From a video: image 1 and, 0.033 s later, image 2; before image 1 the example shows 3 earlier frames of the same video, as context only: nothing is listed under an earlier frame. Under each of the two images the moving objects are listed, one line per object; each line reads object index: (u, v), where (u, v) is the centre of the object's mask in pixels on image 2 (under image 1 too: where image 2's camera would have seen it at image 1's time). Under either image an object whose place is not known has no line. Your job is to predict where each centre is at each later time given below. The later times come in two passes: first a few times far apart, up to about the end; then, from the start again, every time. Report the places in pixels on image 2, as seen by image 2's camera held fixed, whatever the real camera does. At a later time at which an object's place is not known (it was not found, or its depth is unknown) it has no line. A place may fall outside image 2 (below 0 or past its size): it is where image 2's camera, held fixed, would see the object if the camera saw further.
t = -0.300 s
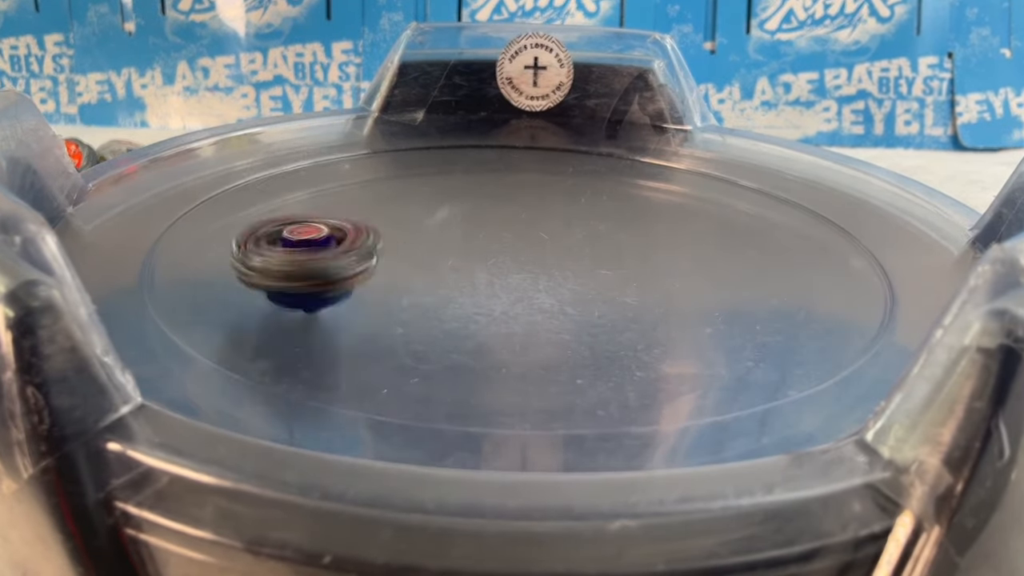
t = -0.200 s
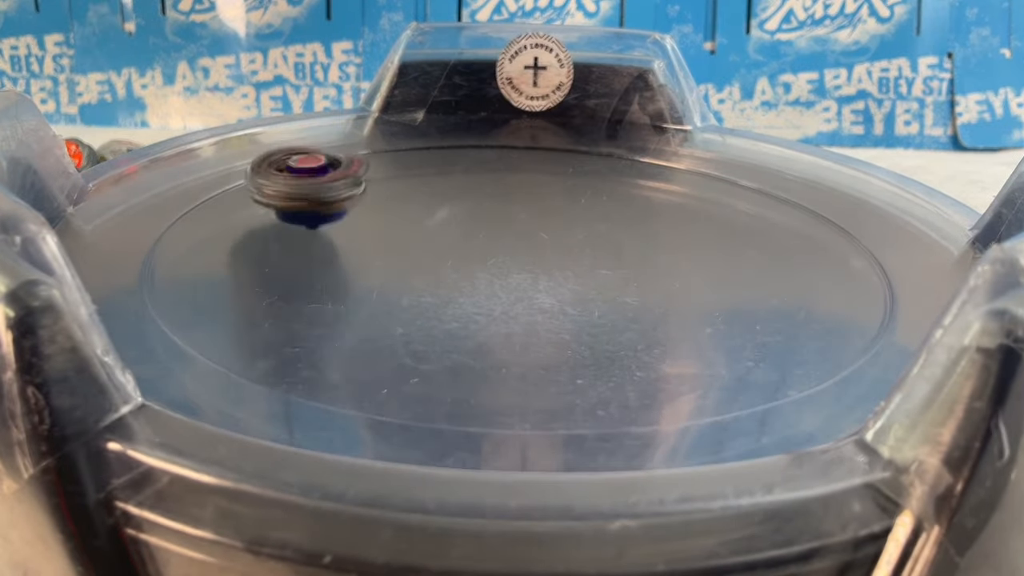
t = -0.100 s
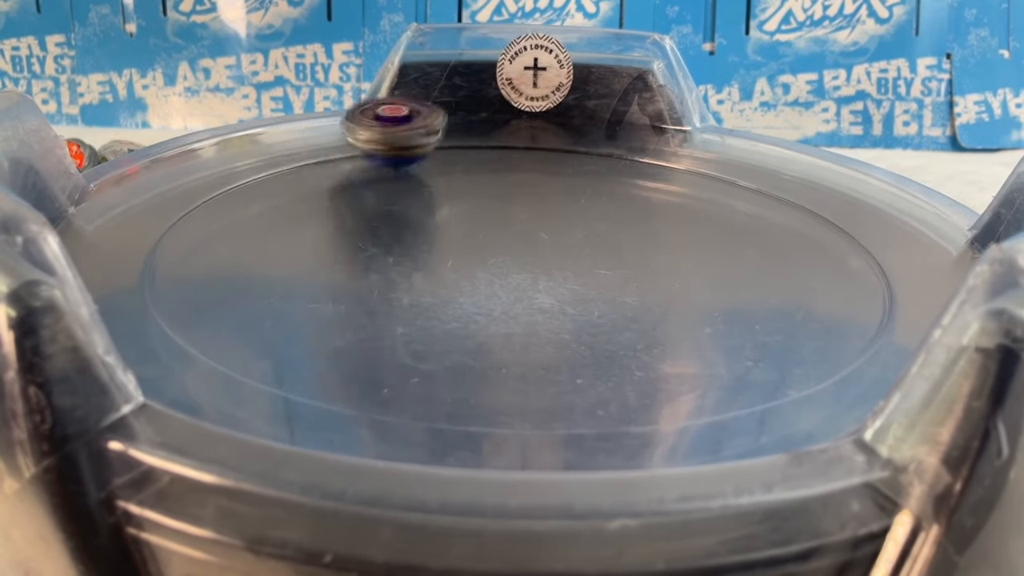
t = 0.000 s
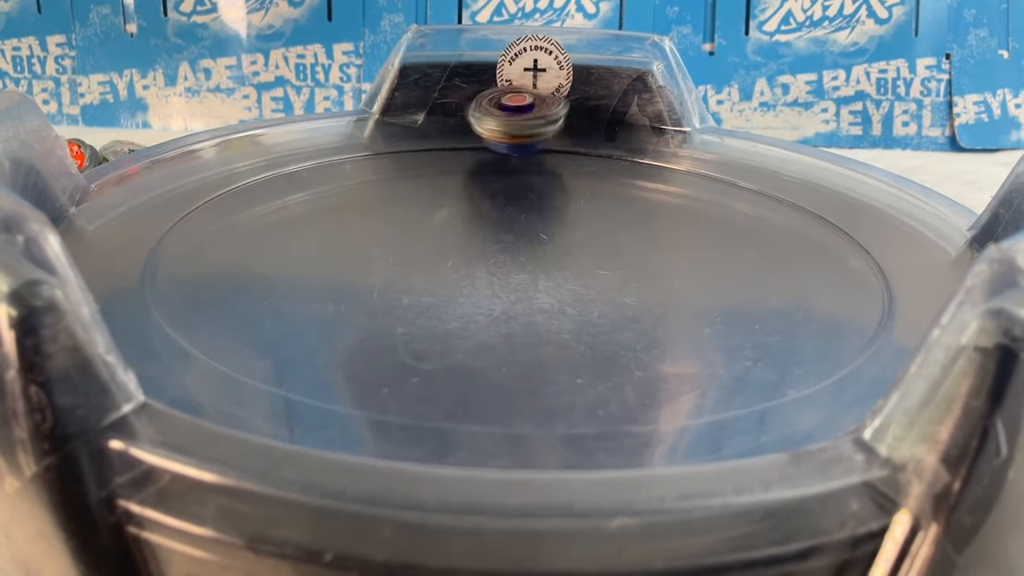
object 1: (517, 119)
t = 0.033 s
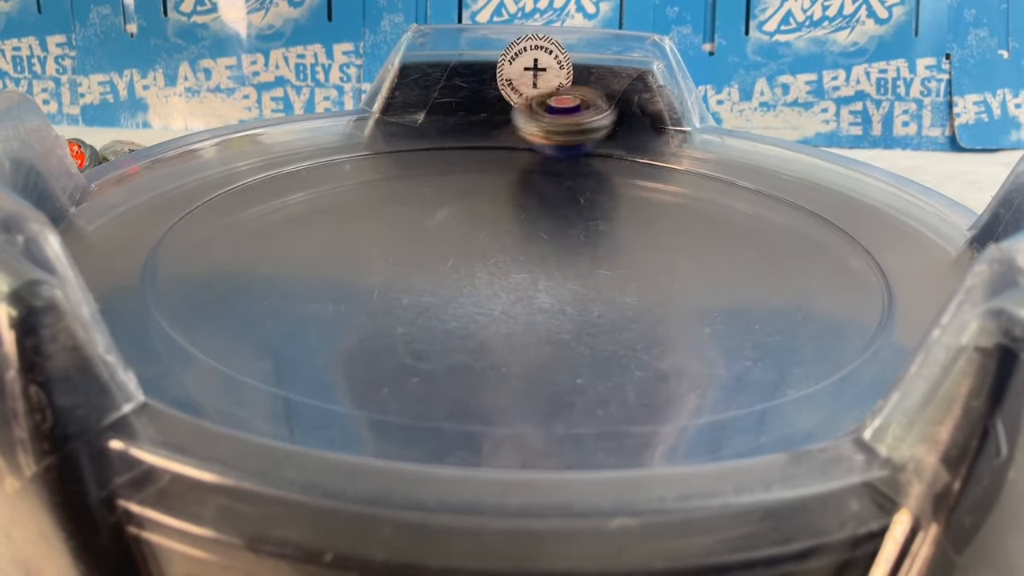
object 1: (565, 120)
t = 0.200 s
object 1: (769, 174)
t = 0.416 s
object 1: (638, 320)
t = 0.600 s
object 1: (225, 269)
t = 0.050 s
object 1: (589, 122)
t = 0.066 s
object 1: (613, 124)
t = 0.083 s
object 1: (633, 127)
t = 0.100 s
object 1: (658, 132)
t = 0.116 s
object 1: (680, 136)
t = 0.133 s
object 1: (701, 142)
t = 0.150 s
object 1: (723, 149)
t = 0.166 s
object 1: (739, 157)
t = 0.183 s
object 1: (753, 165)
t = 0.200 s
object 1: (769, 174)
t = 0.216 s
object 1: (780, 183)
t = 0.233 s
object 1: (787, 196)
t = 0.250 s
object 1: (792, 208)
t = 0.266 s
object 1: (796, 220)
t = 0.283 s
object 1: (794, 233)
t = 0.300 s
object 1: (790, 246)
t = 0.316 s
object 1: (783, 259)
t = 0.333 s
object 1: (769, 272)
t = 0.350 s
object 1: (751, 284)
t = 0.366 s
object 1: (731, 295)
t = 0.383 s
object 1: (704, 305)
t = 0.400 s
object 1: (672, 314)
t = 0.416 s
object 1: (638, 320)
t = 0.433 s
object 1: (602, 325)
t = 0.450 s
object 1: (562, 328)
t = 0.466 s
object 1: (519, 329)
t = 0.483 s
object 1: (478, 328)
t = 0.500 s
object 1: (434, 324)
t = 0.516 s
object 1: (395, 318)
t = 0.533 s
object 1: (354, 311)
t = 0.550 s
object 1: (317, 302)
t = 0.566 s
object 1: (283, 292)
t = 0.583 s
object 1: (253, 281)
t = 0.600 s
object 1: (225, 269)
